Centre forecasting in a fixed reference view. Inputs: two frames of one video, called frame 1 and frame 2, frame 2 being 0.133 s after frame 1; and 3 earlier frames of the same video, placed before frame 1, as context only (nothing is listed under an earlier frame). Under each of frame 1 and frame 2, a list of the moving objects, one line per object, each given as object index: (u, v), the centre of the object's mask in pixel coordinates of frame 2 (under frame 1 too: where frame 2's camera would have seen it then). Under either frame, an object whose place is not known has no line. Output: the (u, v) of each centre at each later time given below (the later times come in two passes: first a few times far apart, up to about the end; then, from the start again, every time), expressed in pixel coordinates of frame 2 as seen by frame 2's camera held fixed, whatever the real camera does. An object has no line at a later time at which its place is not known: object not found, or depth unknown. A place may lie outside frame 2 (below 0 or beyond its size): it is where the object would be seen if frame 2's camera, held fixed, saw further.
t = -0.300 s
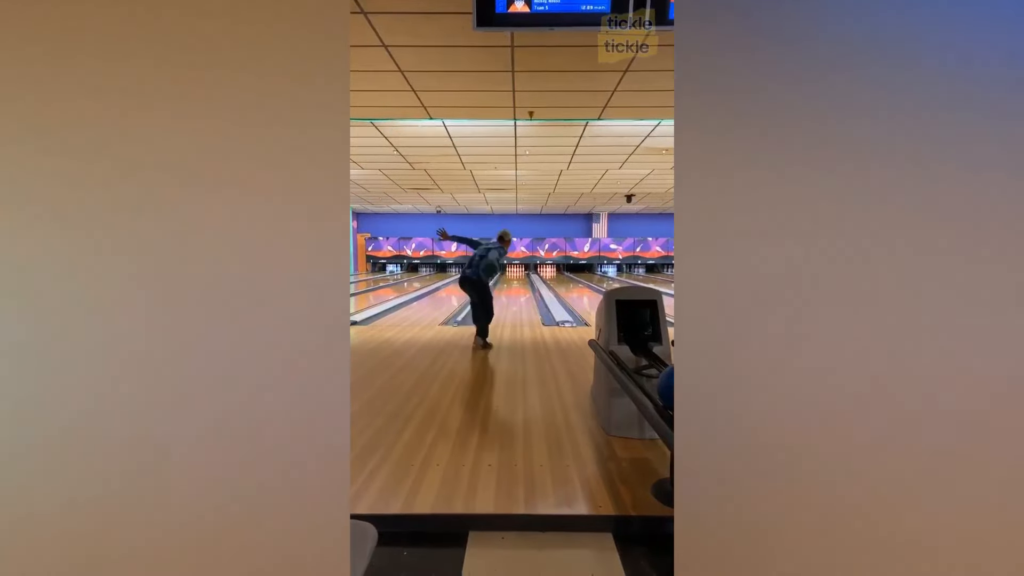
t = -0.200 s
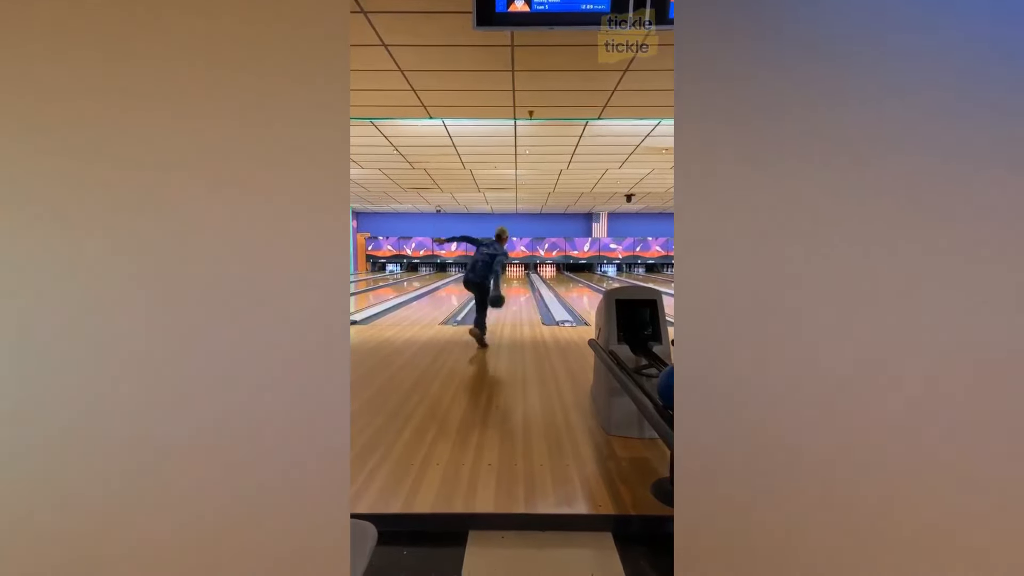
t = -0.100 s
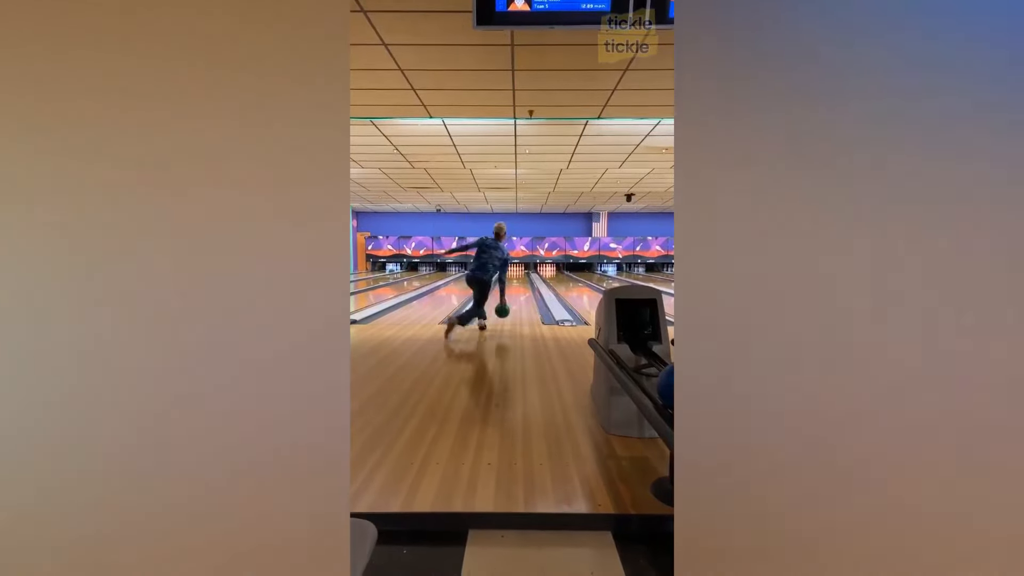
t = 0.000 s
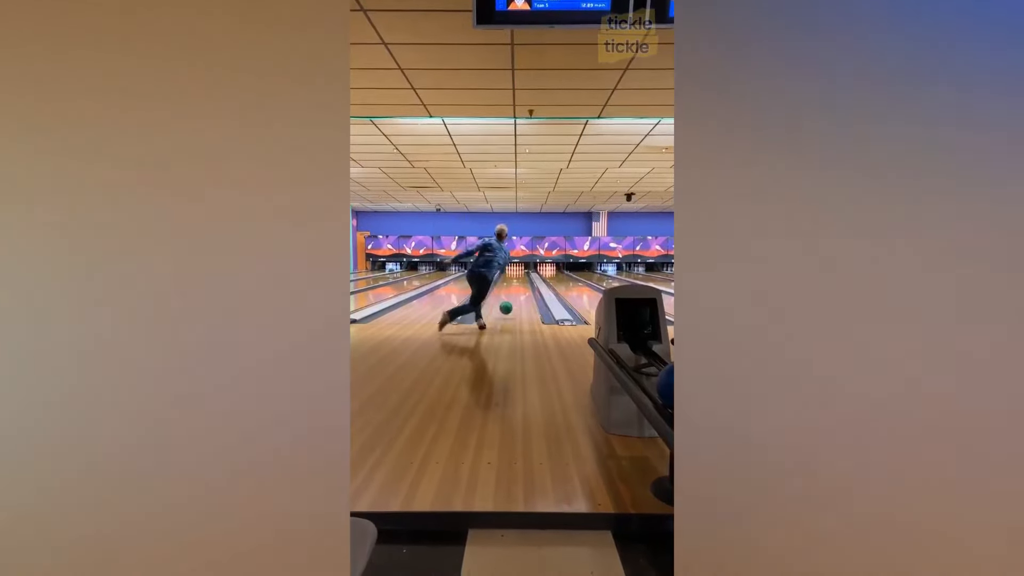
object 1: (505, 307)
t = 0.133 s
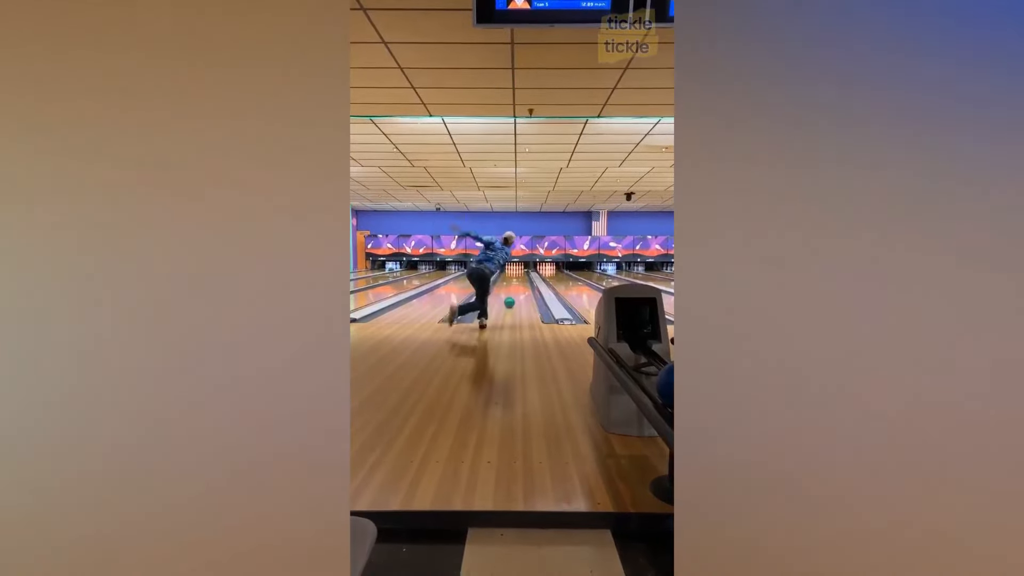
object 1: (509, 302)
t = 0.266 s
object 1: (511, 295)
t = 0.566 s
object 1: (516, 286)
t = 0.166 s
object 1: (510, 300)
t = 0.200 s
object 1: (510, 299)
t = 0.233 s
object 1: (511, 297)
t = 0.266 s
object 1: (511, 295)
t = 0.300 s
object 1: (512, 294)
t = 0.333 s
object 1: (513, 293)
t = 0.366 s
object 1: (513, 292)
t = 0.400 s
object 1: (514, 291)
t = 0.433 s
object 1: (516, 290)
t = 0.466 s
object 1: (515, 288)
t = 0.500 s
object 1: (515, 287)
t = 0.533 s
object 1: (515, 287)
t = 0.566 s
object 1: (516, 286)
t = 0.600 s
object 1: (516, 284)
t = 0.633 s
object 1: (517, 283)
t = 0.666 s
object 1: (517, 283)
